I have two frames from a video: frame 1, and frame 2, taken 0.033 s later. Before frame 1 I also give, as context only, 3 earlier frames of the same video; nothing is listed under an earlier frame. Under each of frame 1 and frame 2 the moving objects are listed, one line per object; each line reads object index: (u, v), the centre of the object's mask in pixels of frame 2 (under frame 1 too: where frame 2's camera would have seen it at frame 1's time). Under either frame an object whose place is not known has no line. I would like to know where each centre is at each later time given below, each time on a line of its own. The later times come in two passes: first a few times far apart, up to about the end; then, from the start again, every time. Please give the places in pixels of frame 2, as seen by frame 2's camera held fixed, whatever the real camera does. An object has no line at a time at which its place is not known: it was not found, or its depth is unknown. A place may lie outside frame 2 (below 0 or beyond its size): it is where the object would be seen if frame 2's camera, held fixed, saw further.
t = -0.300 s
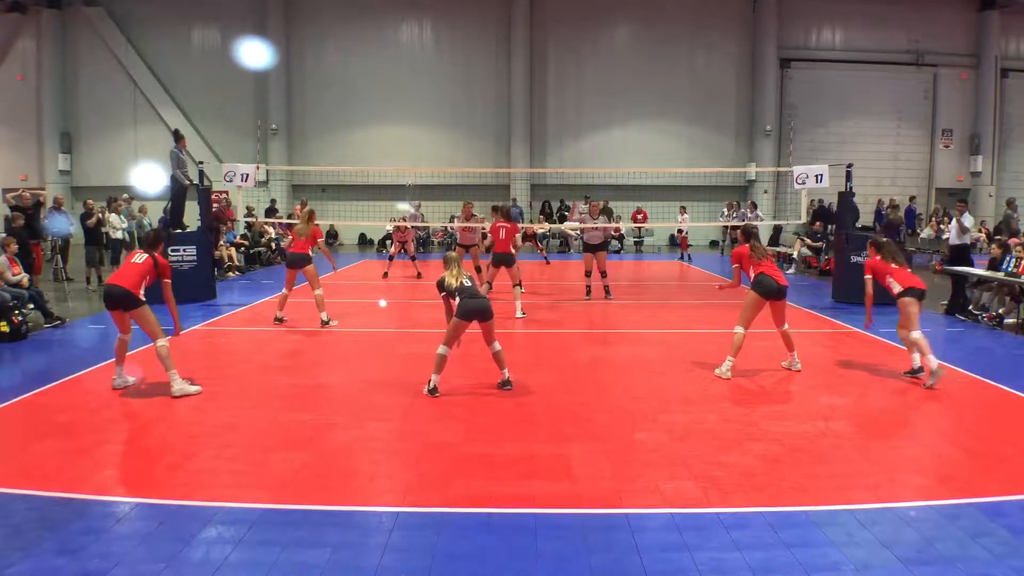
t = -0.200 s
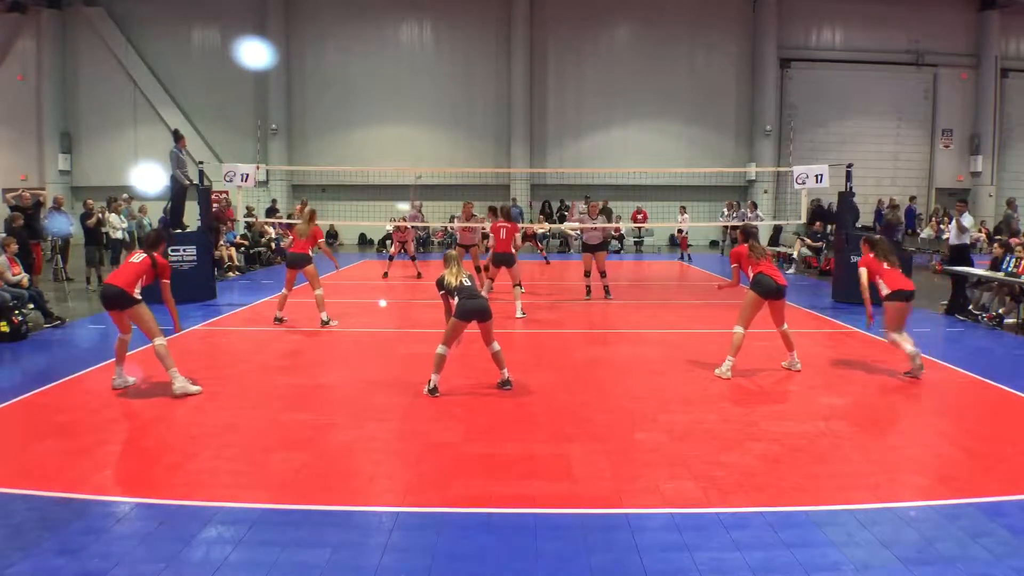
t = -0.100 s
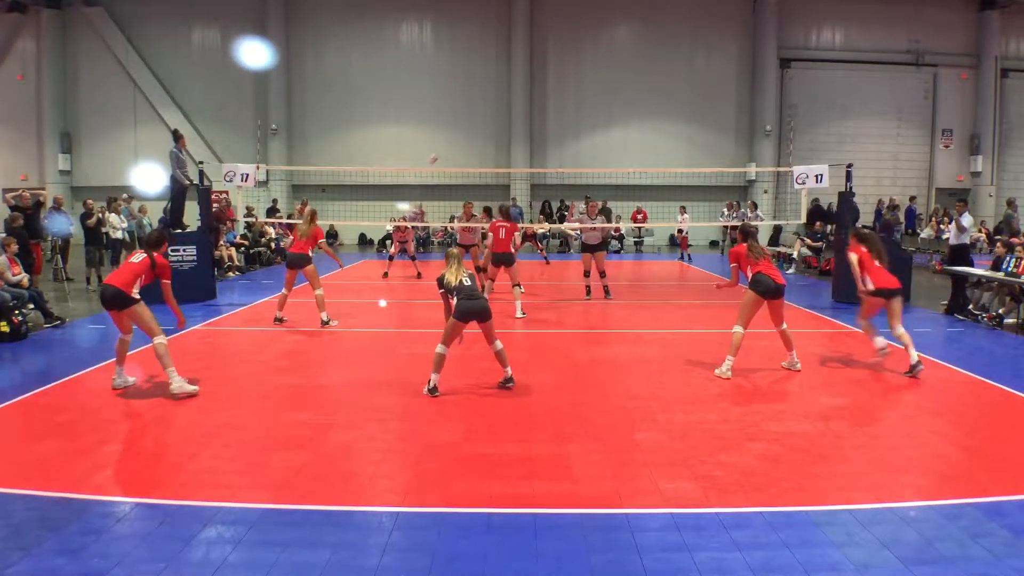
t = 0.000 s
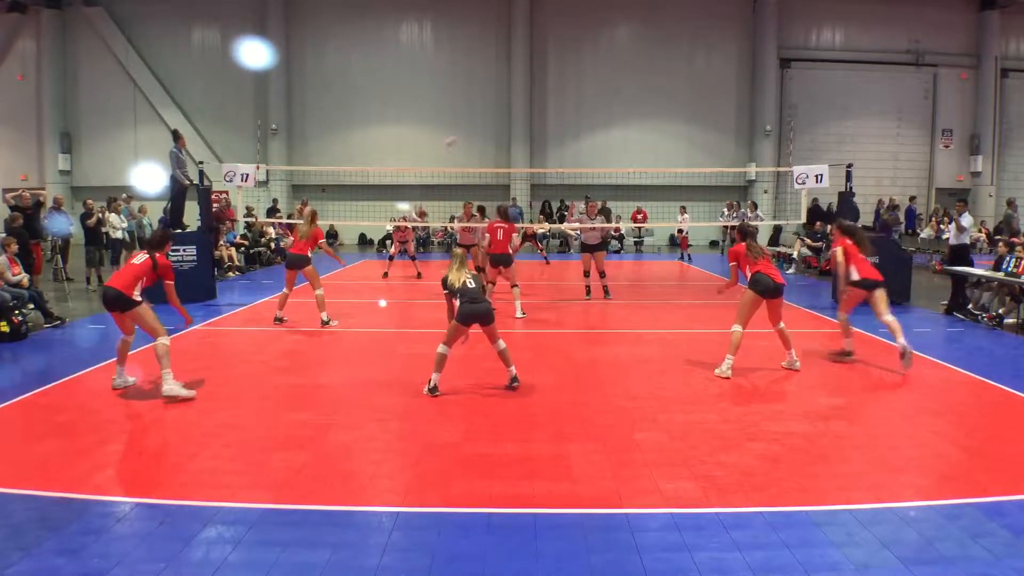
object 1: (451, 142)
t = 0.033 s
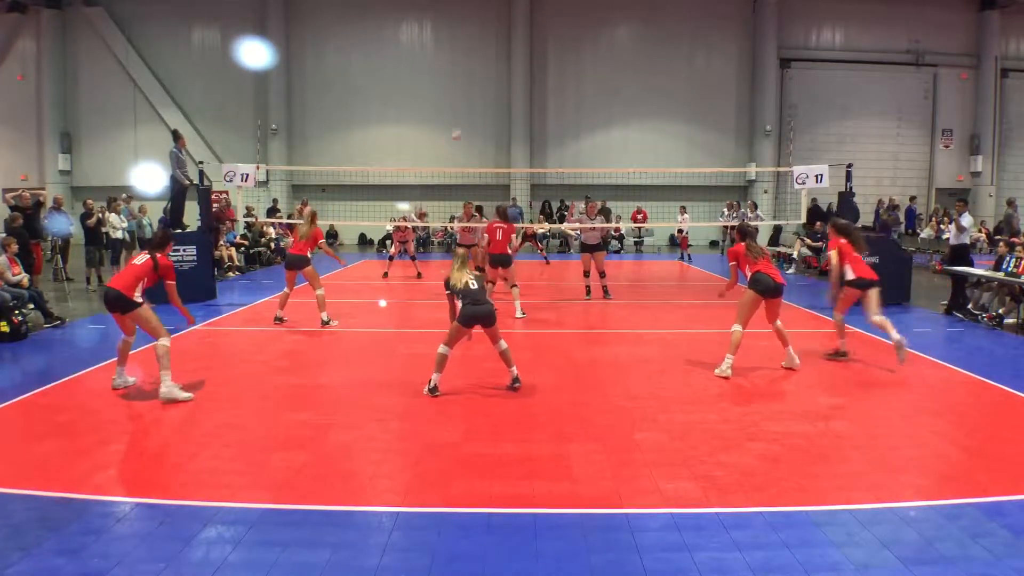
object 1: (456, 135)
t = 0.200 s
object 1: (494, 113)
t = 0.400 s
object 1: (548, 102)
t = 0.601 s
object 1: (619, 112)
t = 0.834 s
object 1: (729, 164)
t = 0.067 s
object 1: (464, 130)
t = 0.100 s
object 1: (472, 125)
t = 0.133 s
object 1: (479, 121)
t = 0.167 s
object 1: (486, 117)
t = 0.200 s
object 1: (494, 113)
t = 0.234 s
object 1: (503, 109)
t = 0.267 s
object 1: (511, 107)
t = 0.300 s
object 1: (520, 105)
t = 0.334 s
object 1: (531, 104)
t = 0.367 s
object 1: (539, 102)
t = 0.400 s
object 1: (548, 102)
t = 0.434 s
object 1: (560, 102)
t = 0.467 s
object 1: (571, 104)
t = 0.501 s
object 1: (584, 104)
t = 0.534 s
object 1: (594, 106)
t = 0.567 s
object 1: (606, 109)
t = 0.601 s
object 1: (619, 112)
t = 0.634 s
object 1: (632, 116)
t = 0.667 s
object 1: (646, 123)
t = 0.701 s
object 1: (665, 128)
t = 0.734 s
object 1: (677, 137)
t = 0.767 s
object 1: (695, 146)
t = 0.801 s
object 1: (713, 156)
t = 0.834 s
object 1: (729, 164)
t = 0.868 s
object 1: (754, 179)
